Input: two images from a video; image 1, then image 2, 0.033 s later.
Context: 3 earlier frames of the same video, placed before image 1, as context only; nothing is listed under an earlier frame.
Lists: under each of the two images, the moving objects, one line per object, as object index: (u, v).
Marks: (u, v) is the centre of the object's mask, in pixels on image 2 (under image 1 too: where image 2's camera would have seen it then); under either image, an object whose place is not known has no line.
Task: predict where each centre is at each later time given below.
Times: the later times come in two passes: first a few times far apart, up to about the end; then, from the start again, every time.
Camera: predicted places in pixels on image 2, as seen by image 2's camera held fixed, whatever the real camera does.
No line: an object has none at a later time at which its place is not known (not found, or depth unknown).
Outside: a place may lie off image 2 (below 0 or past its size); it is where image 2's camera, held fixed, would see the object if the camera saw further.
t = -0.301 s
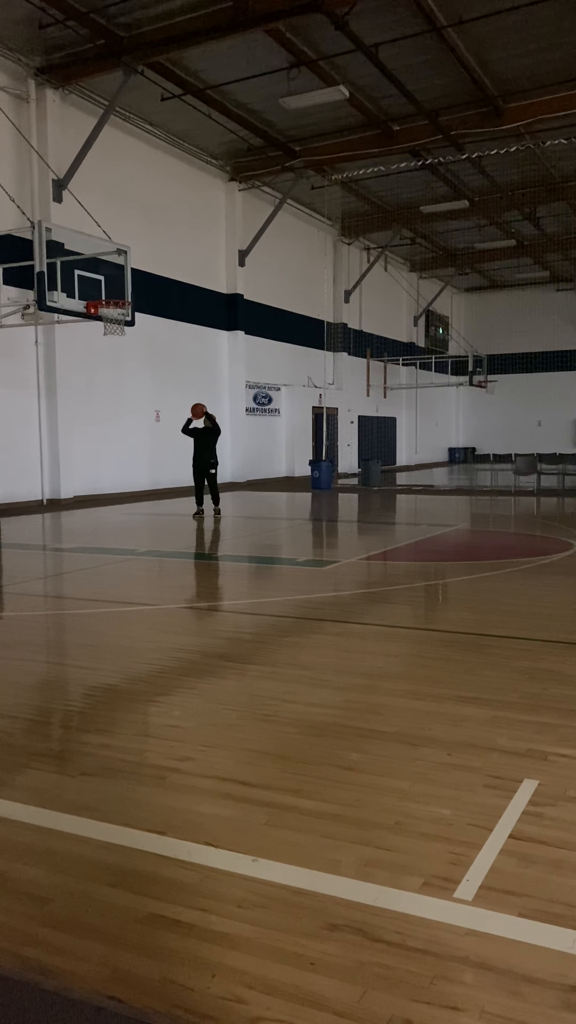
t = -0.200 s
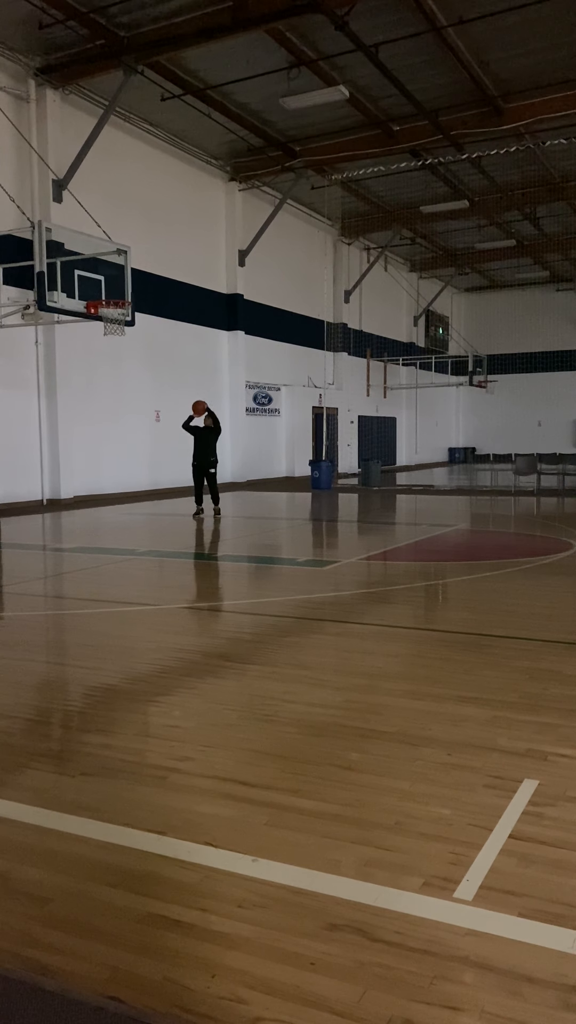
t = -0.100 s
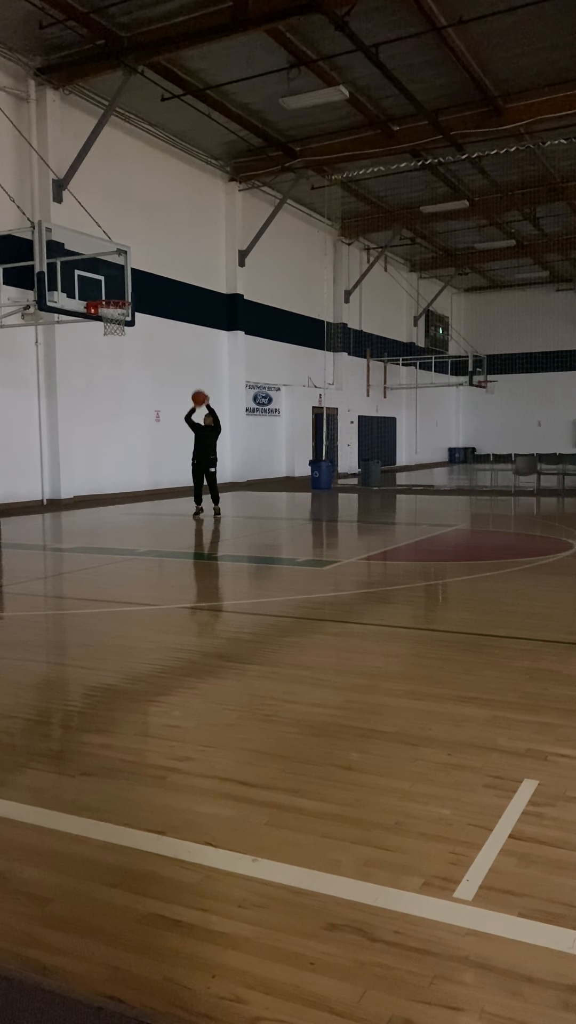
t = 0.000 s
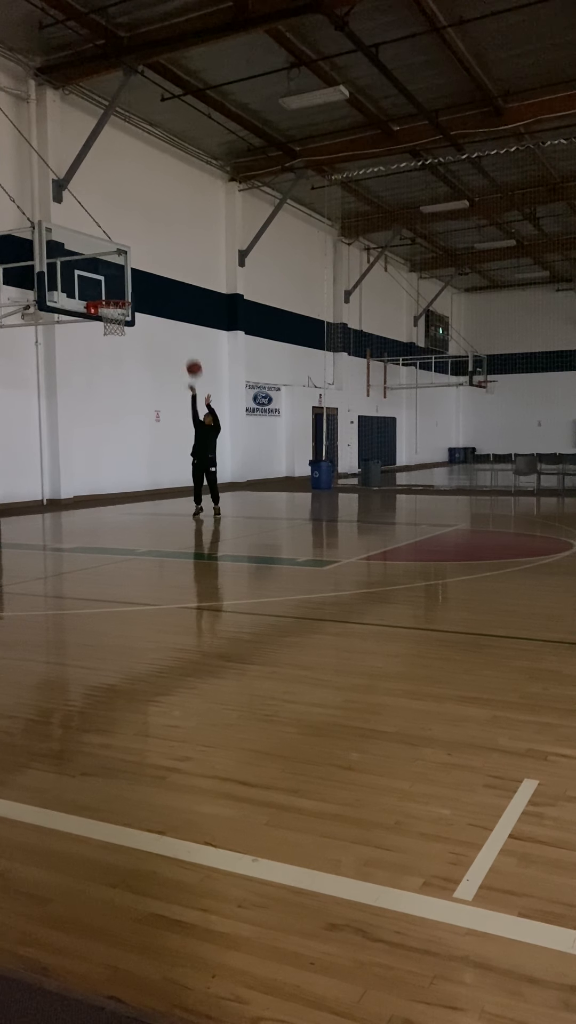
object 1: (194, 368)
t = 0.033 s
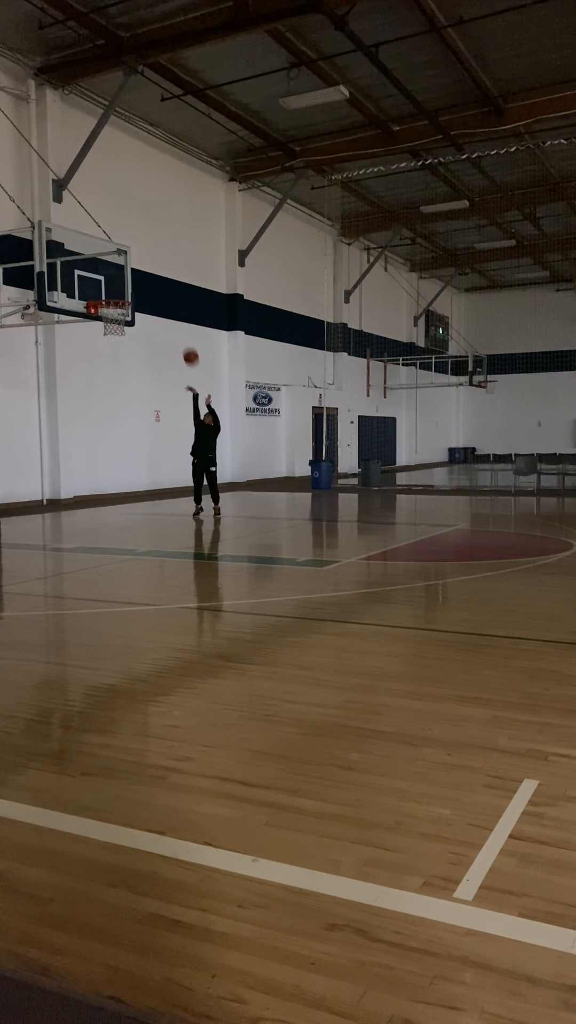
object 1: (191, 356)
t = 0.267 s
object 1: (170, 294)
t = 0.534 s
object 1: (144, 263)
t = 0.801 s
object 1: (119, 282)
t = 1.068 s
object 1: (103, 330)
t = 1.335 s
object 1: (105, 395)
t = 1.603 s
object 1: (106, 511)
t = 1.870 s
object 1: (123, 446)
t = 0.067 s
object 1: (188, 346)
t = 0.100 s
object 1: (185, 335)
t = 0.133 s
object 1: (182, 326)
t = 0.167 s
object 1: (179, 317)
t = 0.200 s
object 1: (176, 309)
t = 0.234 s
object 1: (173, 300)
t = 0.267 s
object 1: (170, 294)
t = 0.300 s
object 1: (166, 287)
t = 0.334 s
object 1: (163, 281)
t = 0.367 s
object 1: (160, 277)
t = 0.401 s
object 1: (157, 272)
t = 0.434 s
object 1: (154, 268)
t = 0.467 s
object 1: (150, 265)
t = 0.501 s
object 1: (148, 264)
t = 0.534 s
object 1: (144, 263)
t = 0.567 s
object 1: (141, 262)
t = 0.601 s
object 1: (138, 262)
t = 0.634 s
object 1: (135, 264)
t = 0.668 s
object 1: (132, 265)
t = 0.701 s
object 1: (128, 268)
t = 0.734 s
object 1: (126, 272)
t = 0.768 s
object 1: (122, 276)
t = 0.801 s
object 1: (119, 282)
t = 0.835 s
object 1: (116, 287)
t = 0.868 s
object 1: (114, 293)
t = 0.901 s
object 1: (109, 300)
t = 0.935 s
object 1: (105, 312)
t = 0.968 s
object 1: (104, 318)
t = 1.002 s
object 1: (103, 321)
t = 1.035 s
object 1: (103, 327)
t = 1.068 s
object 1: (103, 330)
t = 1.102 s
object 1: (103, 335)
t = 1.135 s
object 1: (104, 341)
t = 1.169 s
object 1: (104, 348)
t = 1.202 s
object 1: (104, 356)
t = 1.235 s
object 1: (104, 365)
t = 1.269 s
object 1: (104, 374)
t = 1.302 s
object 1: (104, 384)
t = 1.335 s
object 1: (105, 395)
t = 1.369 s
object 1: (105, 407)
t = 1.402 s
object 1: (105, 419)
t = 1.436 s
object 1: (105, 433)
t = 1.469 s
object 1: (105, 447)
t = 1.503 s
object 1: (106, 461)
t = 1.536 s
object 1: (106, 476)
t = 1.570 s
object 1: (106, 493)
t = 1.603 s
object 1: (106, 511)
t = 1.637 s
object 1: (106, 521)
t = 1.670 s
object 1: (109, 508)
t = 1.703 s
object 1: (111, 496)
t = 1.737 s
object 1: (114, 484)
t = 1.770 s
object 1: (116, 473)
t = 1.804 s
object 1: (118, 463)
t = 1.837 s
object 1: (121, 455)
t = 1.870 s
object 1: (123, 446)
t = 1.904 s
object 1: (126, 439)
